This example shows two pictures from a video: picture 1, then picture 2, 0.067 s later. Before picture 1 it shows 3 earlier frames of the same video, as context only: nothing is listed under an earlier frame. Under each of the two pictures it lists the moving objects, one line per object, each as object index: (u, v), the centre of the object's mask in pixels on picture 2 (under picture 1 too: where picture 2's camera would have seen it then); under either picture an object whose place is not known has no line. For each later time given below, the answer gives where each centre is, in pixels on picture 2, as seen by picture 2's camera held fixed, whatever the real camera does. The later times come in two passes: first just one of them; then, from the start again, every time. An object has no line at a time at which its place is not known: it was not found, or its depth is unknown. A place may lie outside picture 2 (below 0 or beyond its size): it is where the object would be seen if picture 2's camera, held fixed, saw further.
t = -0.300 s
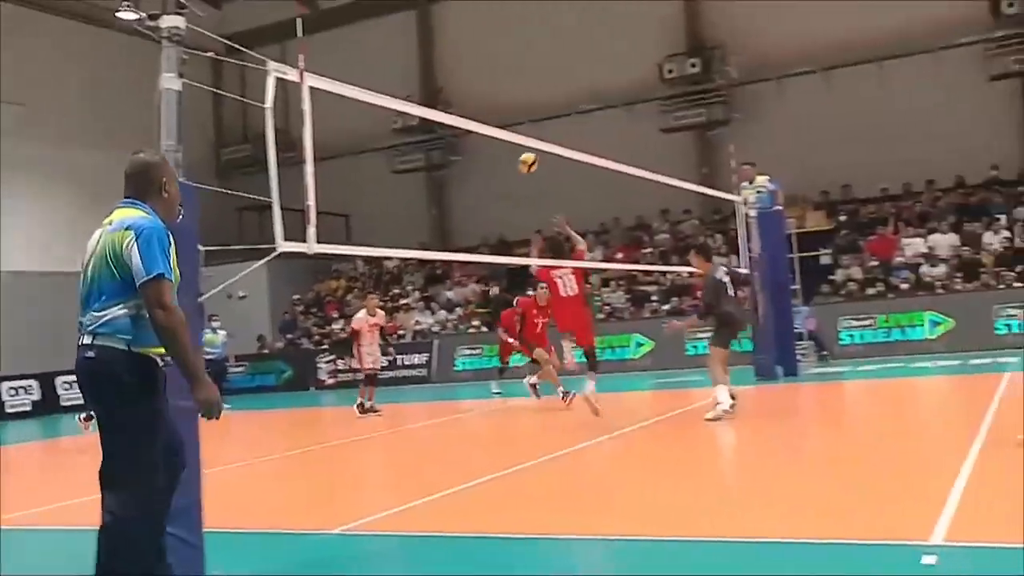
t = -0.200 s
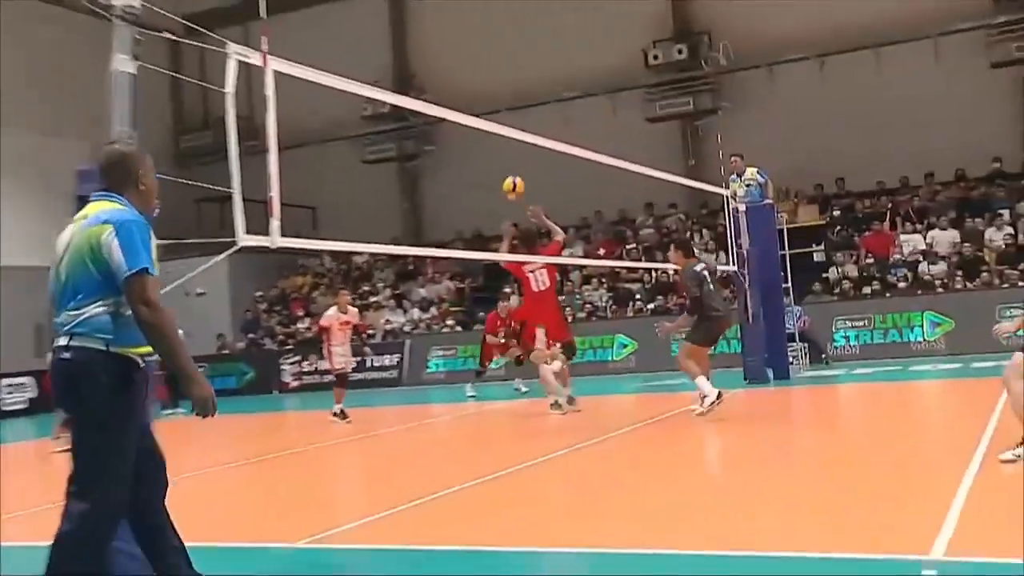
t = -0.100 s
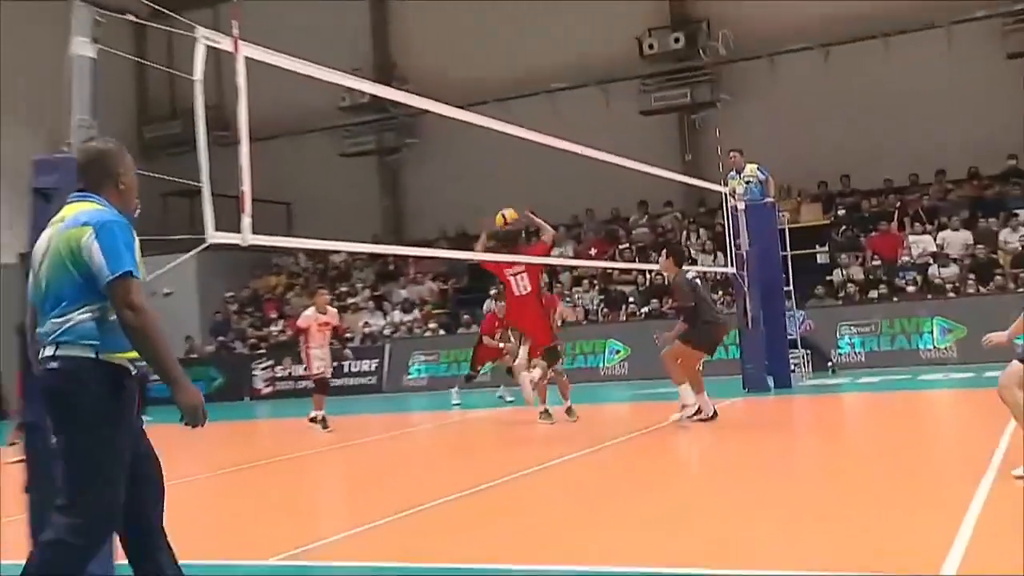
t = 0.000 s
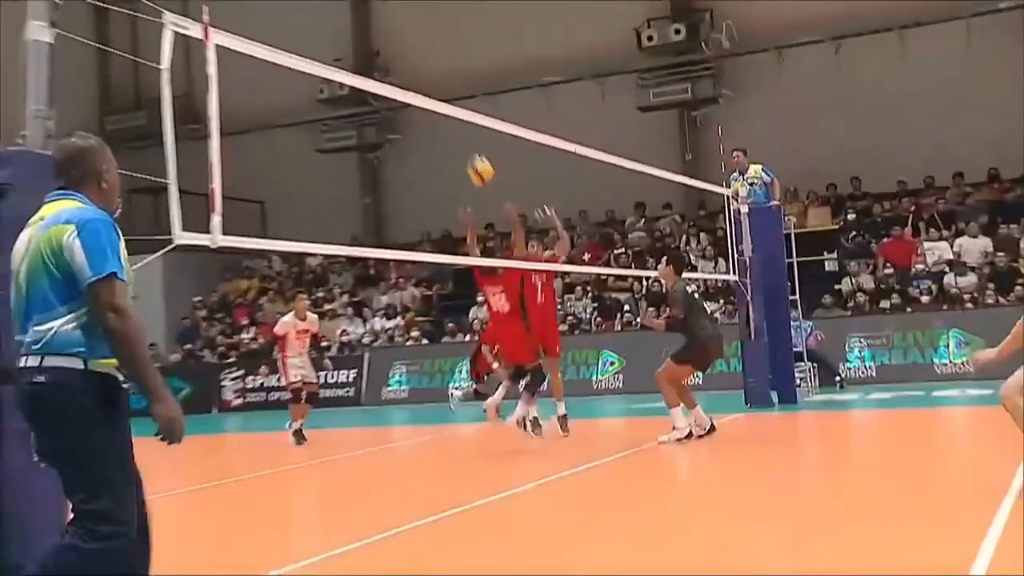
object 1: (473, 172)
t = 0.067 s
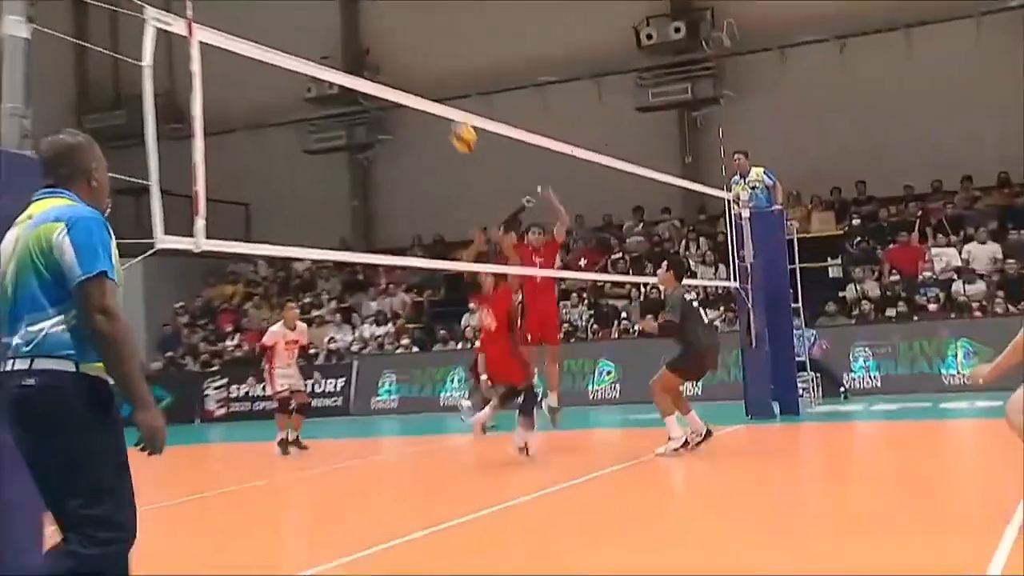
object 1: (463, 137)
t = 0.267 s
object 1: (423, 21)
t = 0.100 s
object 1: (457, 104)
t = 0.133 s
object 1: (447, 91)
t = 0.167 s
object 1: (440, 67)
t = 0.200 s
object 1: (436, 57)
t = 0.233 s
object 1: (429, 38)
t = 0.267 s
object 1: (423, 21)
